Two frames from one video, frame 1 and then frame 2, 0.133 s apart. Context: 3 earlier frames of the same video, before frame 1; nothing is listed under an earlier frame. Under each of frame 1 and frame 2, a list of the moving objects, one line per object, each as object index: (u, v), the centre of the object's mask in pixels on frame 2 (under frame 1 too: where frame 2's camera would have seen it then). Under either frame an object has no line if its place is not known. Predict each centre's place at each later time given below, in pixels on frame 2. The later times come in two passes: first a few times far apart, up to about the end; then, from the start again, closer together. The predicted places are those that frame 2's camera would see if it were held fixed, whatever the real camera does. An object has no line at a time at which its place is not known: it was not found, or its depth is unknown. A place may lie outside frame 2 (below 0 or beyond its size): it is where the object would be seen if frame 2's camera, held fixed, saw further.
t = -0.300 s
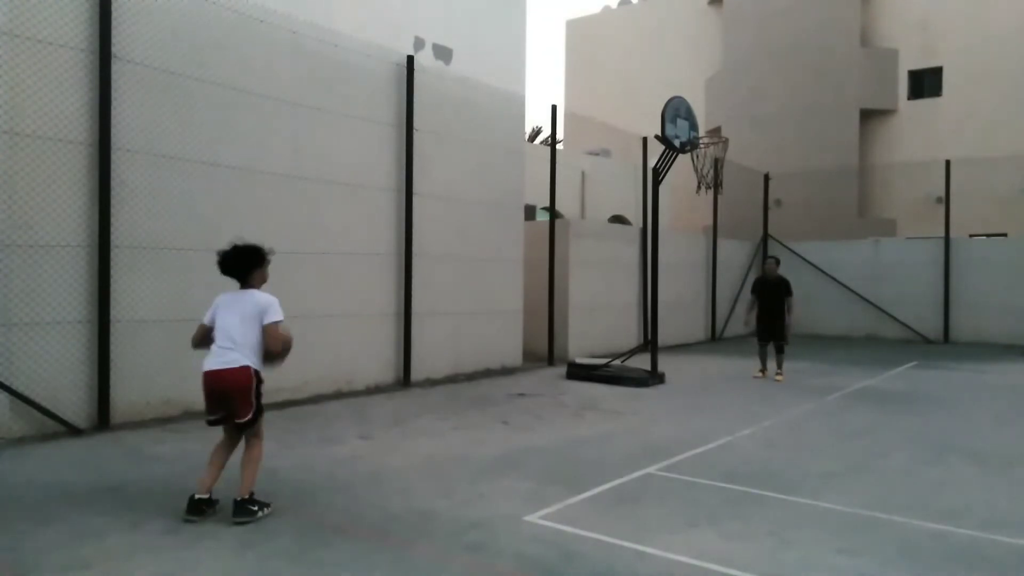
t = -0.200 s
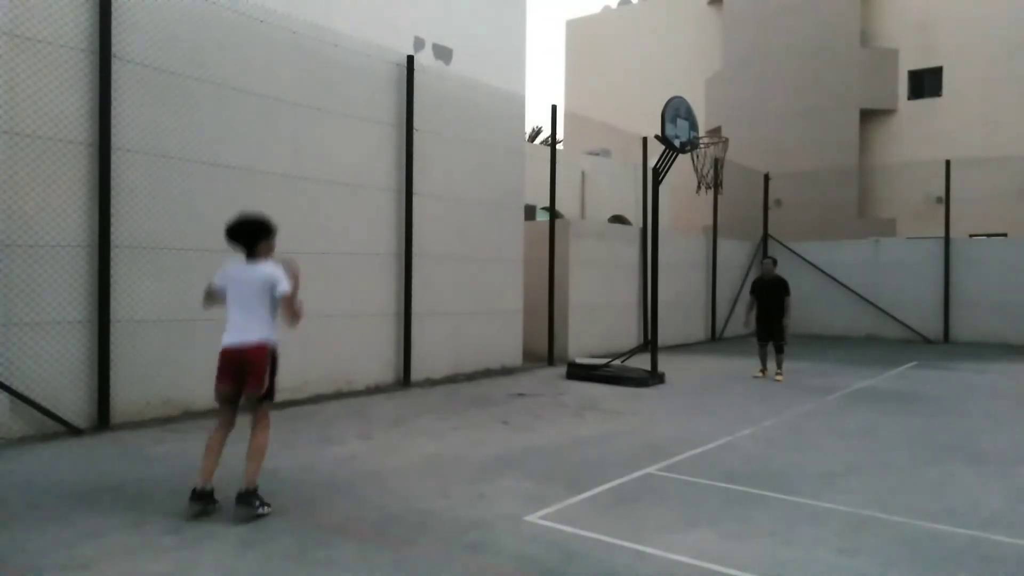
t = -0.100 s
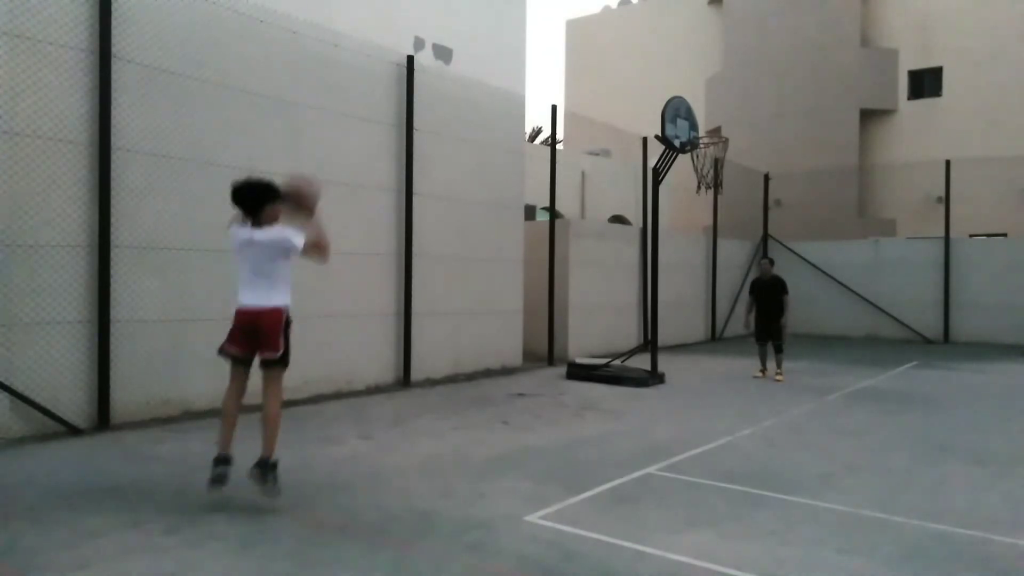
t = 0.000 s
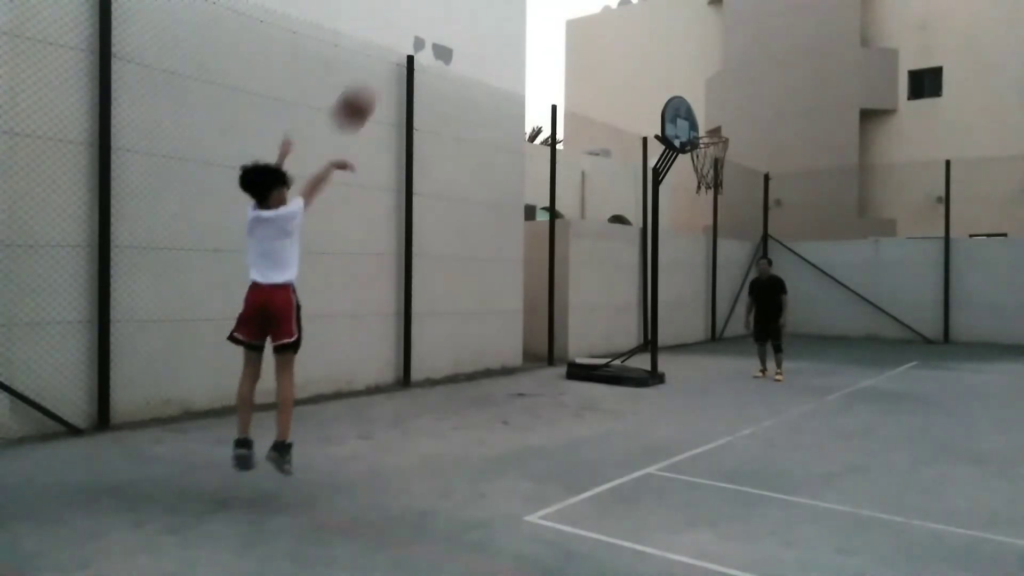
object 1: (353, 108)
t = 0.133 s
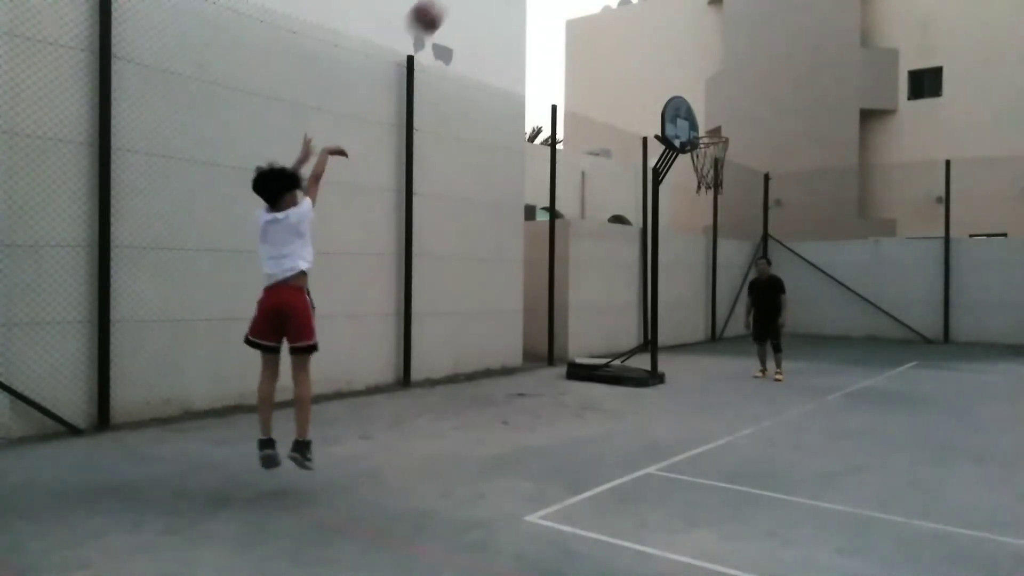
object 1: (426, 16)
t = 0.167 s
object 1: (442, 7)
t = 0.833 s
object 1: (655, 2)
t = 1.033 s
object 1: (695, 66)
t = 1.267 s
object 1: (709, 136)
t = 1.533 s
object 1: (690, 119)
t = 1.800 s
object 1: (689, 149)
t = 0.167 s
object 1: (442, 7)
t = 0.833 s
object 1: (655, 2)
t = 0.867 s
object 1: (663, 7)
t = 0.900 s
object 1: (670, 15)
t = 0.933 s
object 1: (677, 27)
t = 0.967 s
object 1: (684, 40)
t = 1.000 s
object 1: (689, 53)
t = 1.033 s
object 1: (695, 66)
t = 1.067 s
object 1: (701, 82)
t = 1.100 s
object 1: (707, 97)
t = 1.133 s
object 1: (712, 112)
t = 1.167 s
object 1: (717, 130)
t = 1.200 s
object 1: (716, 134)
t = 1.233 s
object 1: (715, 136)
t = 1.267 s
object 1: (709, 136)
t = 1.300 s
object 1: (705, 134)
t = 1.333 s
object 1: (697, 134)
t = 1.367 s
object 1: (691, 130)
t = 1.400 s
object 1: (689, 127)
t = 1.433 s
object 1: (690, 122)
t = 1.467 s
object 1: (689, 120)
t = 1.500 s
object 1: (690, 119)
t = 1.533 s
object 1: (690, 119)
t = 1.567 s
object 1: (690, 119)
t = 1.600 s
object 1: (690, 120)
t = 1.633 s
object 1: (690, 122)
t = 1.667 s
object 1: (690, 127)
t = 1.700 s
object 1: (690, 131)
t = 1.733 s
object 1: (691, 137)
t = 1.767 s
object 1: (689, 142)
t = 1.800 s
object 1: (689, 149)
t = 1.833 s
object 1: (689, 158)
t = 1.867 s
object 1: (688, 168)
